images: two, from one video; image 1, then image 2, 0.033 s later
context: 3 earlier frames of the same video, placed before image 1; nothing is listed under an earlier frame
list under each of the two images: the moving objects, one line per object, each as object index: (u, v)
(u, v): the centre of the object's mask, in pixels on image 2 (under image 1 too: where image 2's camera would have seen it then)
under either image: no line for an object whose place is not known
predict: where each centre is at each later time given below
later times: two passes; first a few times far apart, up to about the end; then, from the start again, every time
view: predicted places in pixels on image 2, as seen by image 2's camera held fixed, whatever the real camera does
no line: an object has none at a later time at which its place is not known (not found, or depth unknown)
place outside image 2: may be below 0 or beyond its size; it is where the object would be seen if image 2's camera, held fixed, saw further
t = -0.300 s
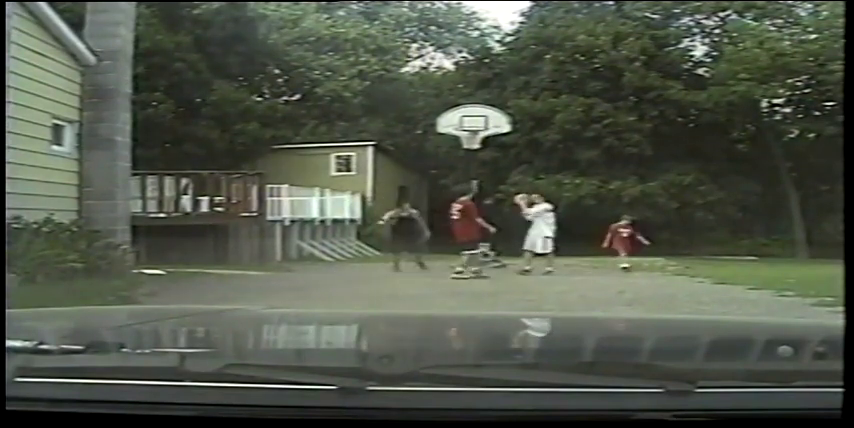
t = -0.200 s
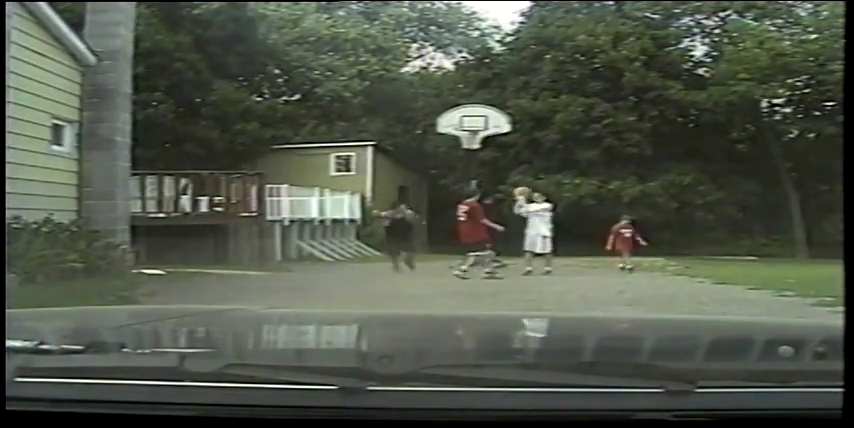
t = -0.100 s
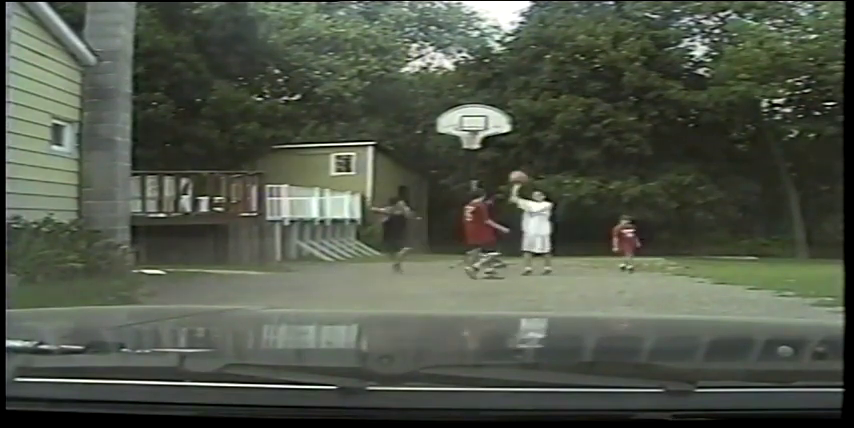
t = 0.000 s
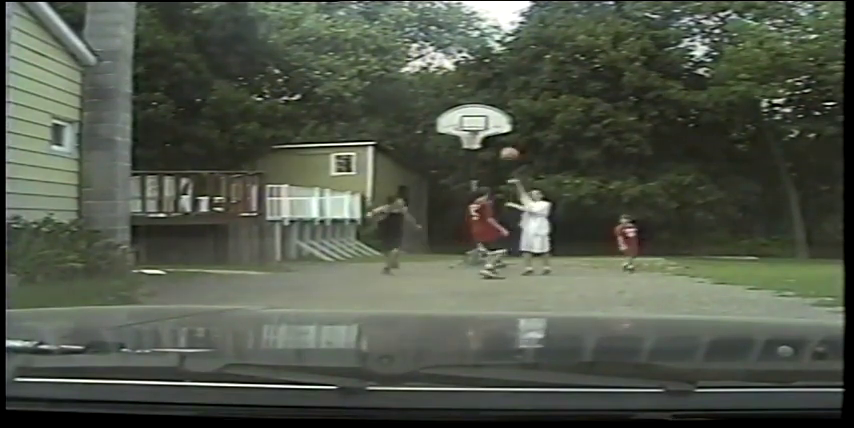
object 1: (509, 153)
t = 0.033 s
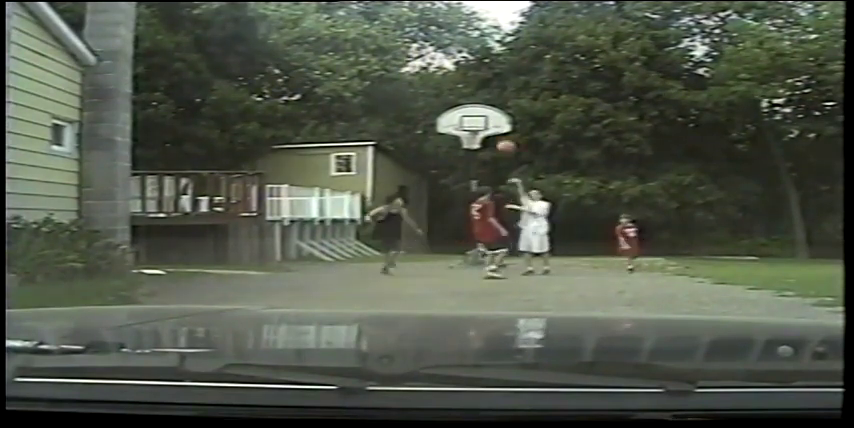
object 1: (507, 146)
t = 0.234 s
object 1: (487, 114)
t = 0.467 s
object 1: (459, 97)
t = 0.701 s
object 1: (430, 109)
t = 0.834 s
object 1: (412, 132)
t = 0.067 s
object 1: (504, 140)
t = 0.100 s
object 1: (503, 138)
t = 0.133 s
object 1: (498, 128)
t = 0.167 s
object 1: (492, 122)
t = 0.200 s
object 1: (489, 117)
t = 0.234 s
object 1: (487, 114)
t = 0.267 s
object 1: (482, 108)
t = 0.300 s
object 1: (478, 105)
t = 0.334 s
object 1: (474, 102)
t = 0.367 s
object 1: (470, 100)
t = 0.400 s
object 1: (467, 98)
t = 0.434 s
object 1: (463, 97)
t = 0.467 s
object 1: (459, 97)
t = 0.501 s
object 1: (455, 97)
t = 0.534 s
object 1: (454, 97)
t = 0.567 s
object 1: (451, 99)
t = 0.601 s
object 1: (446, 100)
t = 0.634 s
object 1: (440, 102)
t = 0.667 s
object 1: (437, 105)
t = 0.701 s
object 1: (430, 109)
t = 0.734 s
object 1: (426, 116)
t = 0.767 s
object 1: (422, 120)
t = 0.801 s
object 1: (417, 126)
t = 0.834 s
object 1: (412, 132)
